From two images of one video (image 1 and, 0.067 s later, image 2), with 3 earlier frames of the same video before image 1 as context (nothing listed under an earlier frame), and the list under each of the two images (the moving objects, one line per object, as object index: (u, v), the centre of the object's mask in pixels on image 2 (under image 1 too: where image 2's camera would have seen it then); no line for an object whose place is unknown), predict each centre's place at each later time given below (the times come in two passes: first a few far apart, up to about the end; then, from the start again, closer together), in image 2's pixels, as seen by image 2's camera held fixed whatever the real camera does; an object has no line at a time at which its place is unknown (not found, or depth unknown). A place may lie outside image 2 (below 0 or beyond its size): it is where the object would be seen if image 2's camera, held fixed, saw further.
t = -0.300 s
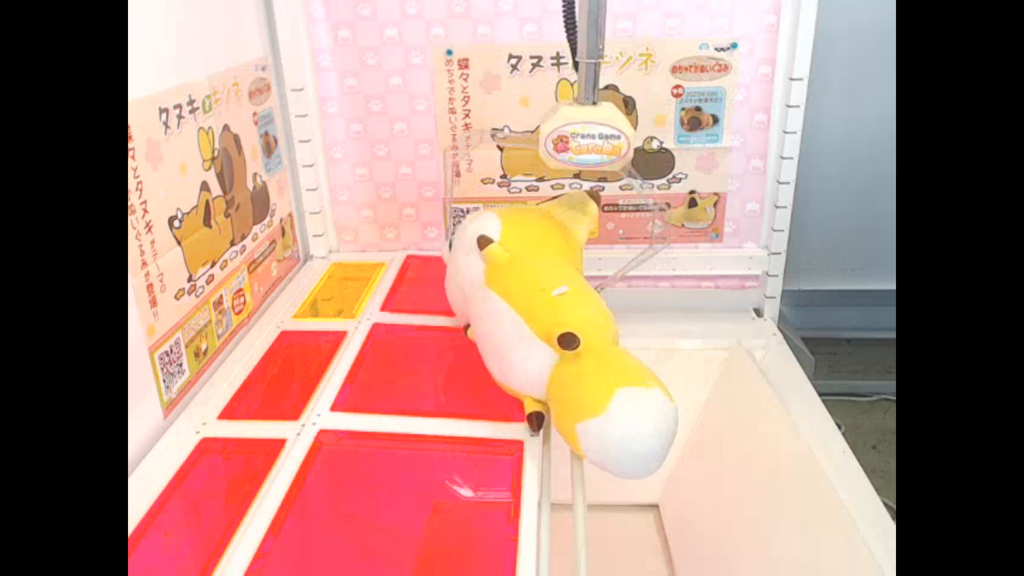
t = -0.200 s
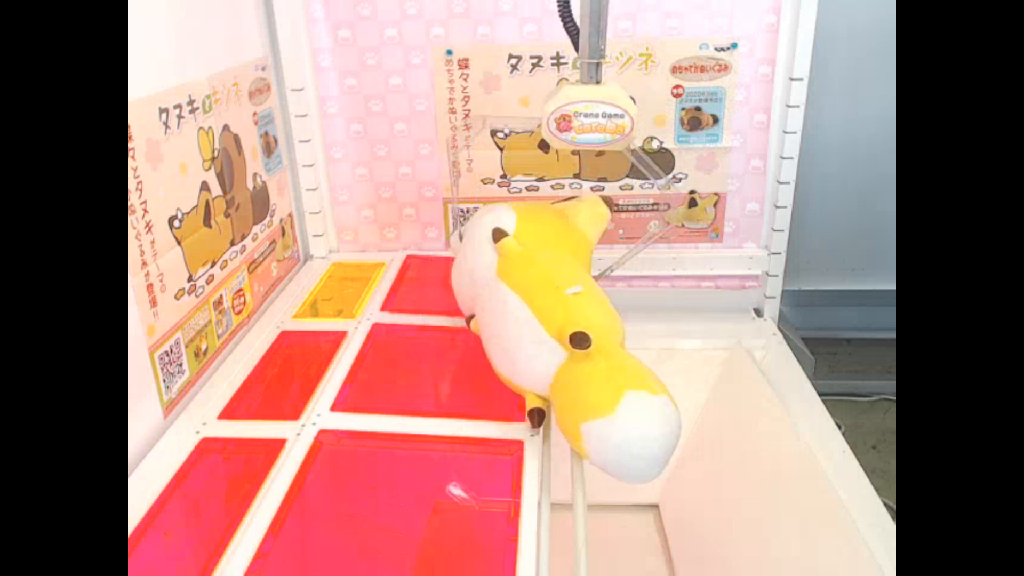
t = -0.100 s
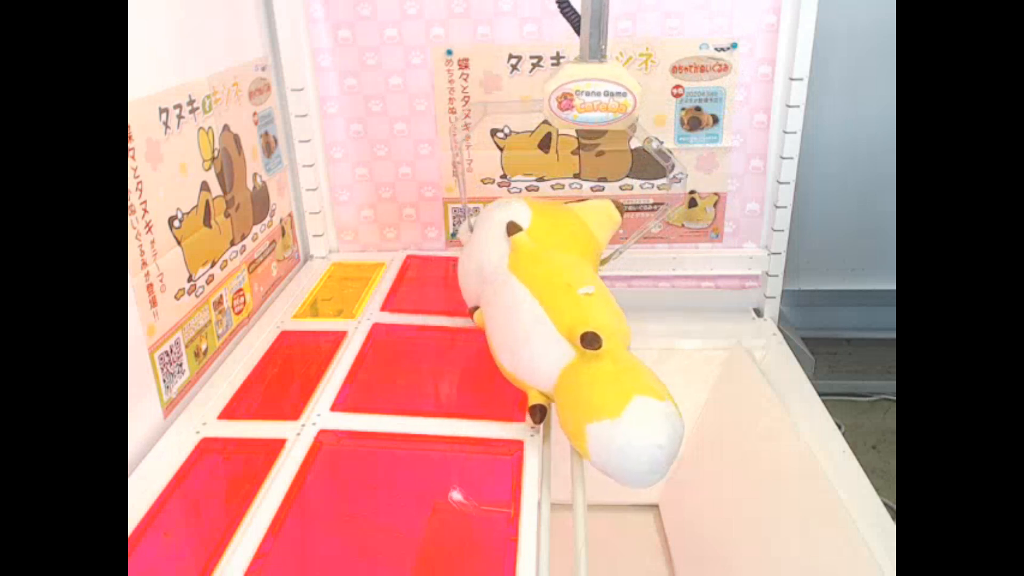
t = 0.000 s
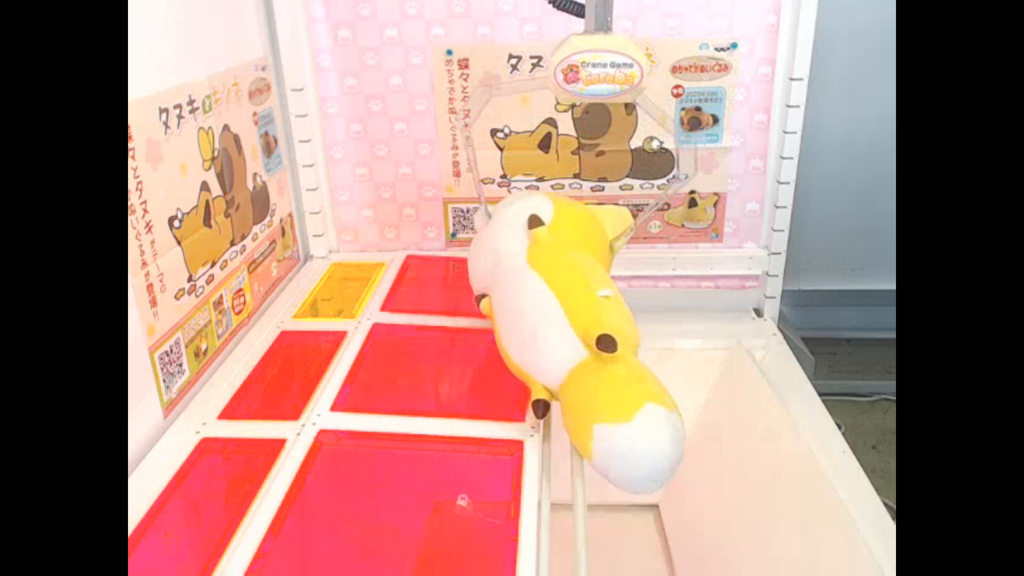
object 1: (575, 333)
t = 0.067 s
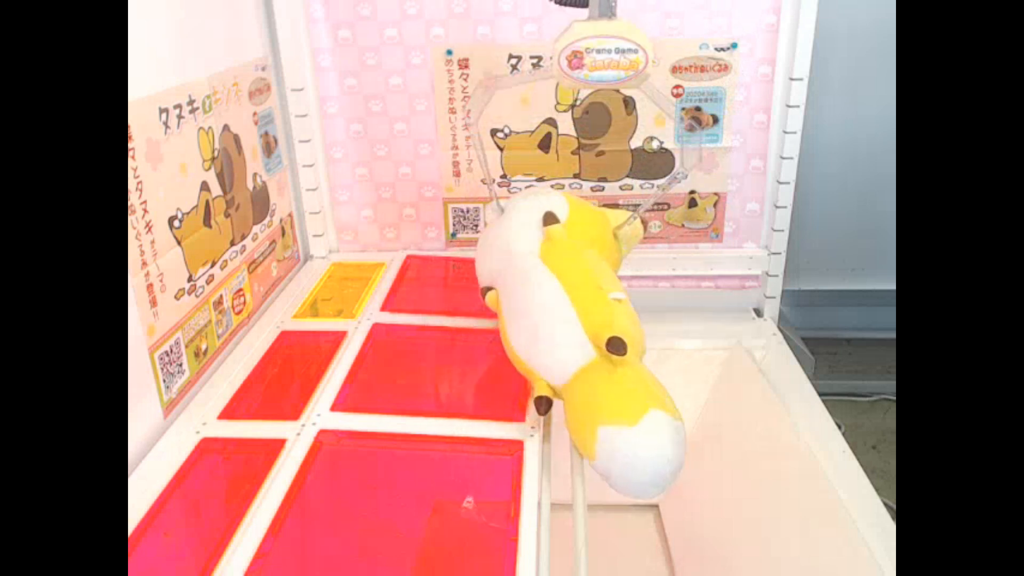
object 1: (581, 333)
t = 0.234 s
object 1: (601, 337)
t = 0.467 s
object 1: (649, 460)
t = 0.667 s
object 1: (606, 496)
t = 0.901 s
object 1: (627, 493)
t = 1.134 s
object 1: (608, 497)
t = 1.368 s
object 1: (608, 497)
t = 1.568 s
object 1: (608, 497)
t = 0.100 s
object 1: (584, 333)
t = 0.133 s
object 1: (586, 333)
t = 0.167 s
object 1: (590, 334)
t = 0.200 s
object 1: (594, 335)
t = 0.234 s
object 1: (601, 337)
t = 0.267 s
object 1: (609, 342)
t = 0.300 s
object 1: (622, 350)
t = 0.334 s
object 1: (638, 365)
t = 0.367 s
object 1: (656, 398)
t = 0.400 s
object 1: (677, 445)
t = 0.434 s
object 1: (676, 465)
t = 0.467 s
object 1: (649, 460)
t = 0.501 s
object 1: (636, 460)
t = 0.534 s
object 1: (618, 474)
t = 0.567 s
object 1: (626, 497)
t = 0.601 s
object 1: (608, 488)
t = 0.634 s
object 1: (606, 492)
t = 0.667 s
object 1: (606, 496)
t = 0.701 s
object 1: (625, 495)
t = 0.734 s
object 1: (628, 493)
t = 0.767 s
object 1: (631, 493)
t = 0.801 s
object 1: (633, 494)
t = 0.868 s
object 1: (630, 493)
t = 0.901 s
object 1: (627, 493)
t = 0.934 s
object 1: (612, 498)
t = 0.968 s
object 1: (606, 497)
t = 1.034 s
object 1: (607, 497)
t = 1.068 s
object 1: (608, 497)
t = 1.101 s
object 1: (607, 497)
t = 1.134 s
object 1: (608, 497)
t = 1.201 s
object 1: (608, 497)
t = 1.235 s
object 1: (608, 497)
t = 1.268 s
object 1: (608, 497)
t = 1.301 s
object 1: (608, 497)
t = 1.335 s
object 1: (608, 497)
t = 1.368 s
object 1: (608, 497)
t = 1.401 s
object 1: (608, 497)
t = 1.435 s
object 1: (608, 497)
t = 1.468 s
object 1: (608, 497)
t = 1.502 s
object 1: (608, 497)
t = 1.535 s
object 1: (608, 497)
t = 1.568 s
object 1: (608, 497)
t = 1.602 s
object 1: (608, 497)
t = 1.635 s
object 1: (608, 497)
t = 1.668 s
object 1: (607, 497)
